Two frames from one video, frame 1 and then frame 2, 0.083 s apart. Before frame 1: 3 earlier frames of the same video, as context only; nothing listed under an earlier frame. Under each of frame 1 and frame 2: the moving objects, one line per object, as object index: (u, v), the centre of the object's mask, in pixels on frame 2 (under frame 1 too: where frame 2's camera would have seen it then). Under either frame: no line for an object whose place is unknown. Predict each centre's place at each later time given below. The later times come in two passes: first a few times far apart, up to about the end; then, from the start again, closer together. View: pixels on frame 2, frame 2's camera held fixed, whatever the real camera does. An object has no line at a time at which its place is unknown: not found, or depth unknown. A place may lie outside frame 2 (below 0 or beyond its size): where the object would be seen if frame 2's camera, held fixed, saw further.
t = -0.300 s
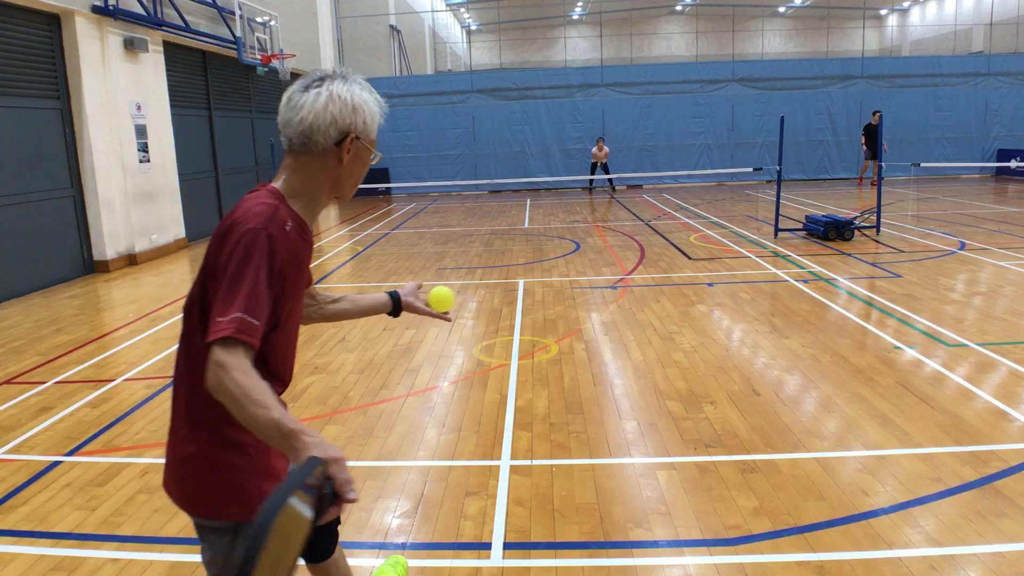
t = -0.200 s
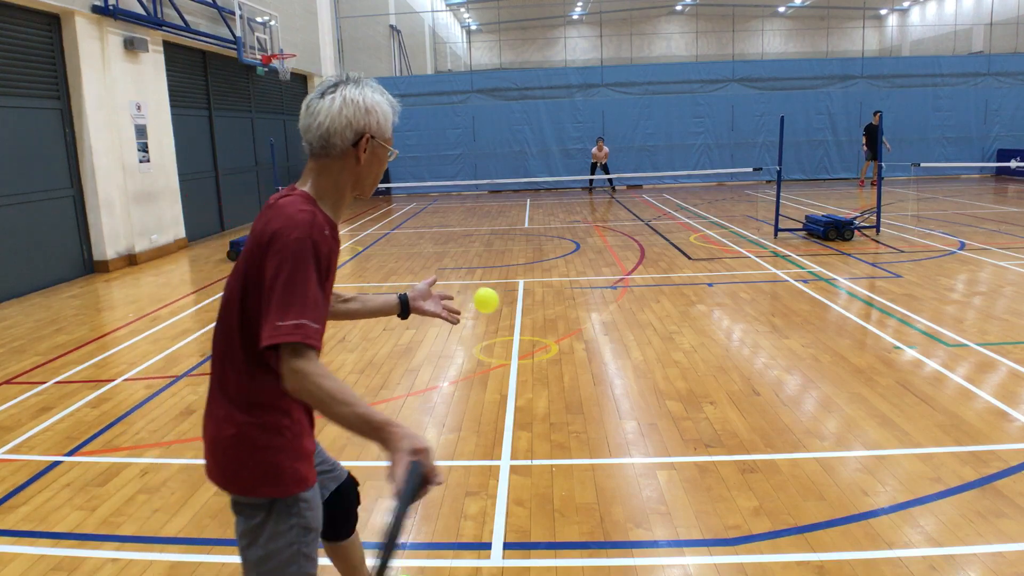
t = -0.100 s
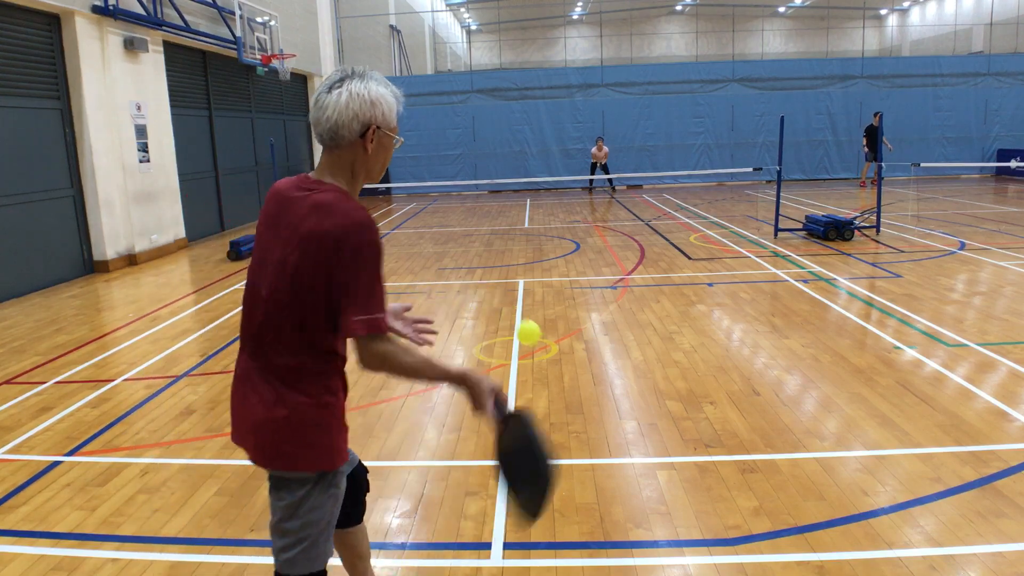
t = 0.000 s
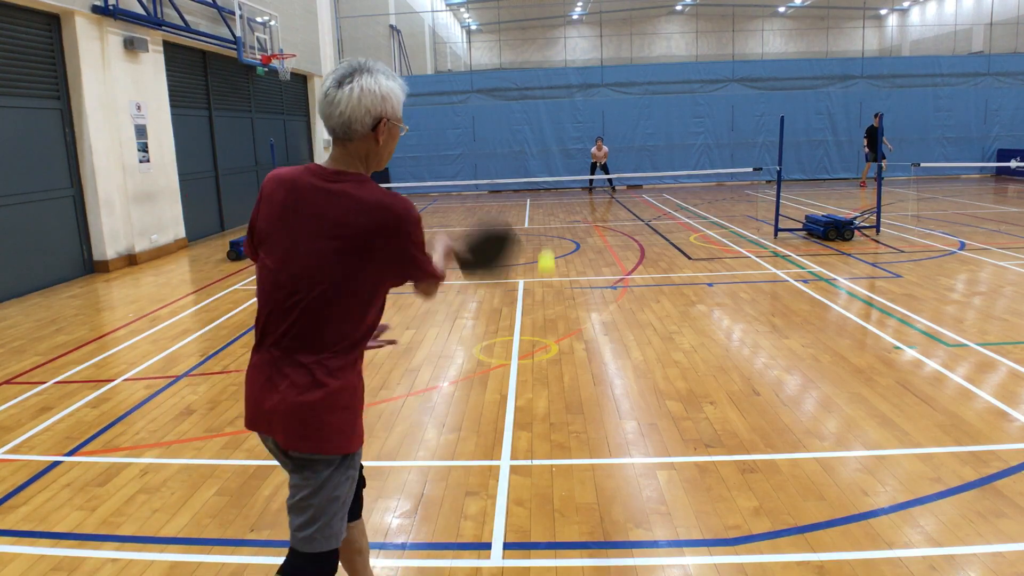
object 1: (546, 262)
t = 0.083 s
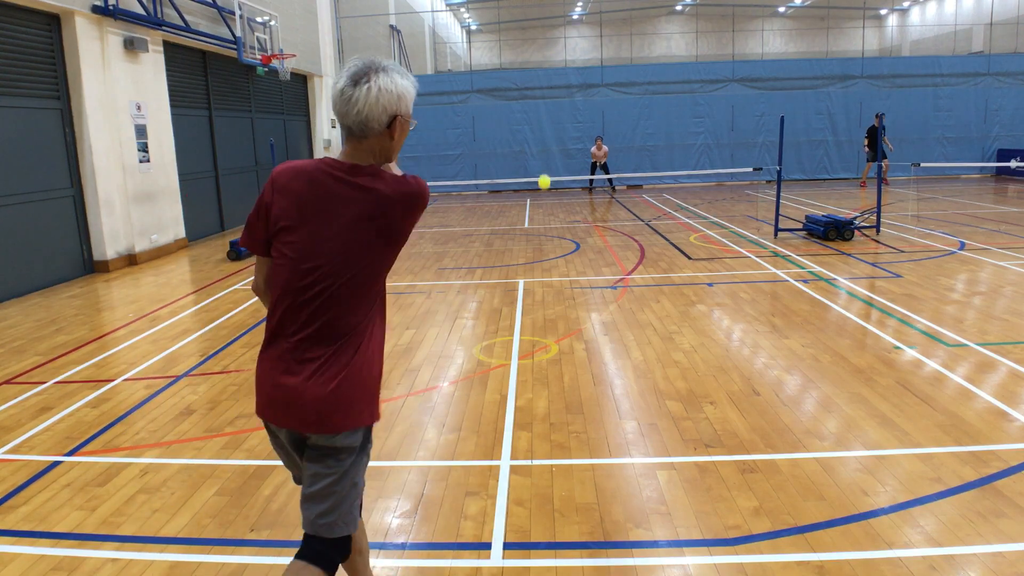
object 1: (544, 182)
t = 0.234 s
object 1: (545, 140)
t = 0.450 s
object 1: (548, 145)
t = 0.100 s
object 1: (544, 172)
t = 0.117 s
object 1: (544, 166)
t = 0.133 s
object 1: (544, 160)
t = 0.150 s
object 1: (544, 155)
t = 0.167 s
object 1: (544, 150)
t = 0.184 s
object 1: (544, 147)
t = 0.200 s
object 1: (544, 144)
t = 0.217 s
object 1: (544, 142)
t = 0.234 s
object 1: (545, 140)
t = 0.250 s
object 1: (545, 139)
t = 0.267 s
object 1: (545, 138)
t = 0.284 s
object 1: (545, 137)
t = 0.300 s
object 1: (546, 137)
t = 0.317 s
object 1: (546, 137)
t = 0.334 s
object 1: (546, 138)
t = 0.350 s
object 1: (547, 138)
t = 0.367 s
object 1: (547, 139)
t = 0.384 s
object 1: (547, 140)
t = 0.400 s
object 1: (548, 141)
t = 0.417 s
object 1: (548, 142)
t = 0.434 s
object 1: (548, 144)
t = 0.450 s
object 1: (548, 145)
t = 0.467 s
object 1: (549, 147)
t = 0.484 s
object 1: (549, 149)
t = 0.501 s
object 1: (549, 151)
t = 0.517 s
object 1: (550, 153)
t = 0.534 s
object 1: (550, 155)
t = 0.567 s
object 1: (550, 158)
